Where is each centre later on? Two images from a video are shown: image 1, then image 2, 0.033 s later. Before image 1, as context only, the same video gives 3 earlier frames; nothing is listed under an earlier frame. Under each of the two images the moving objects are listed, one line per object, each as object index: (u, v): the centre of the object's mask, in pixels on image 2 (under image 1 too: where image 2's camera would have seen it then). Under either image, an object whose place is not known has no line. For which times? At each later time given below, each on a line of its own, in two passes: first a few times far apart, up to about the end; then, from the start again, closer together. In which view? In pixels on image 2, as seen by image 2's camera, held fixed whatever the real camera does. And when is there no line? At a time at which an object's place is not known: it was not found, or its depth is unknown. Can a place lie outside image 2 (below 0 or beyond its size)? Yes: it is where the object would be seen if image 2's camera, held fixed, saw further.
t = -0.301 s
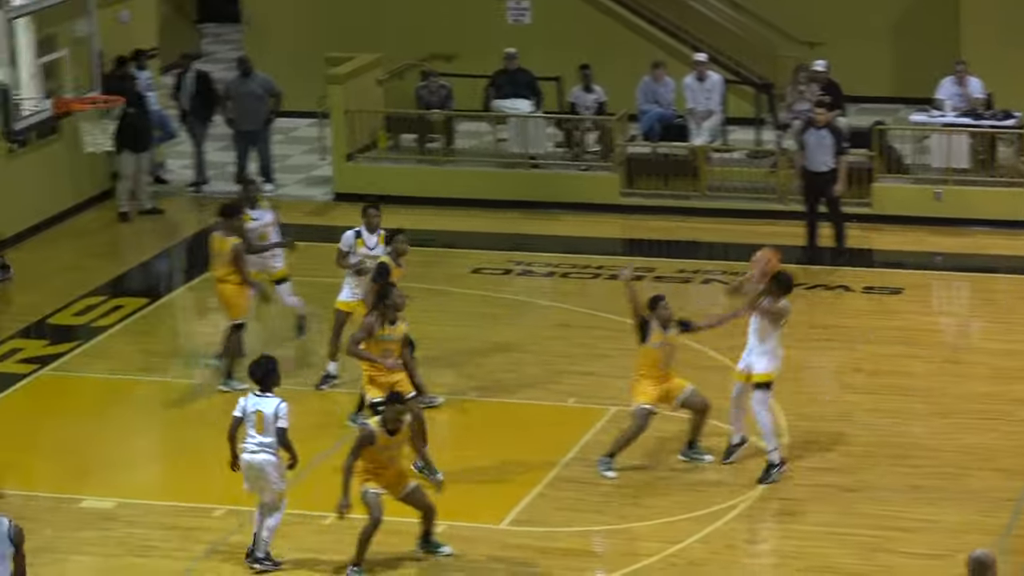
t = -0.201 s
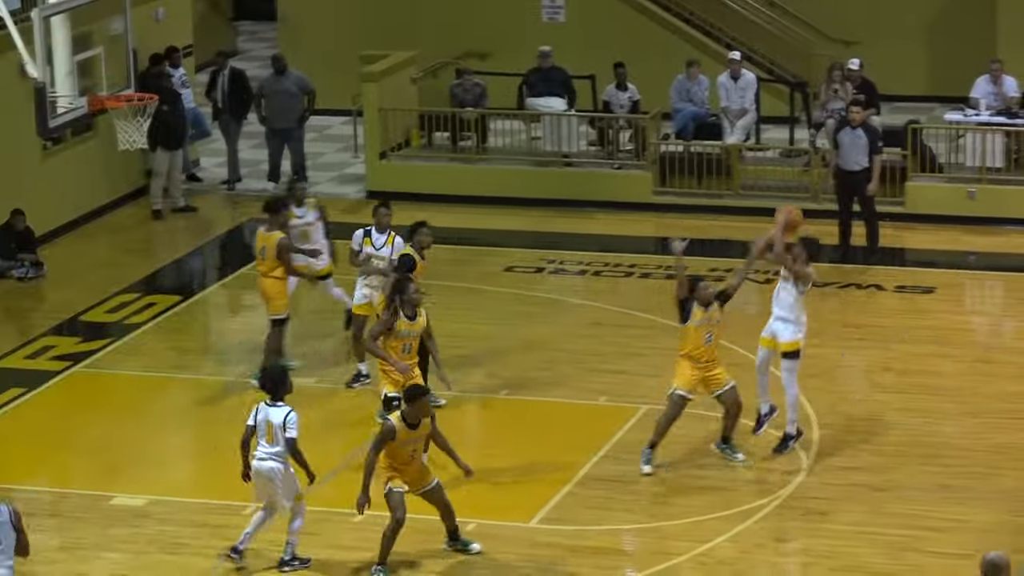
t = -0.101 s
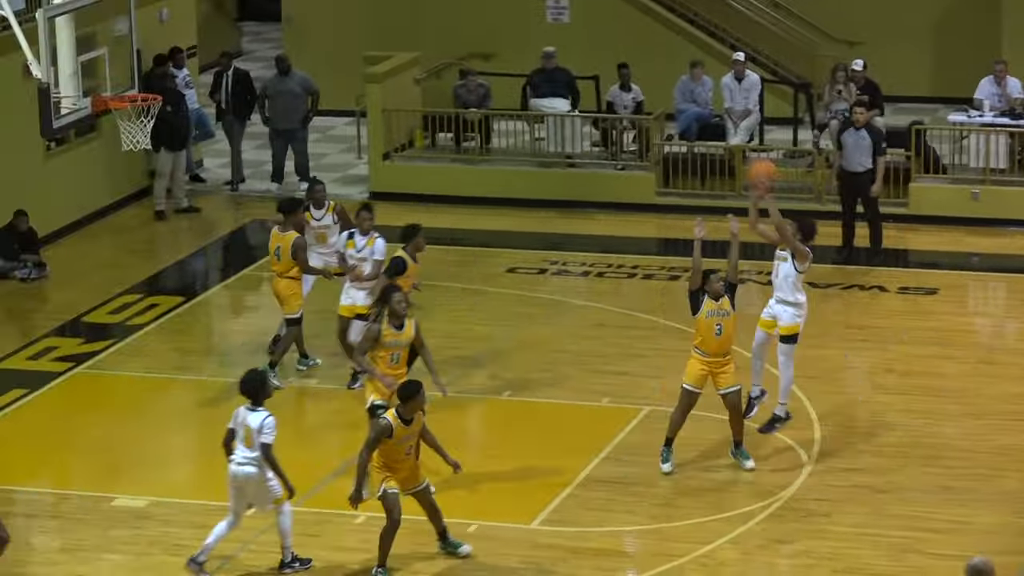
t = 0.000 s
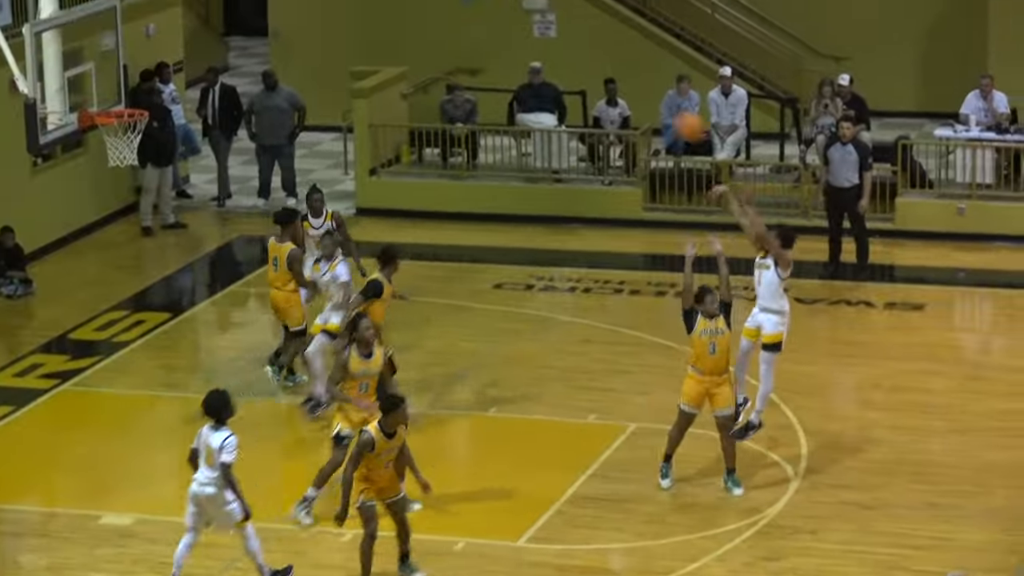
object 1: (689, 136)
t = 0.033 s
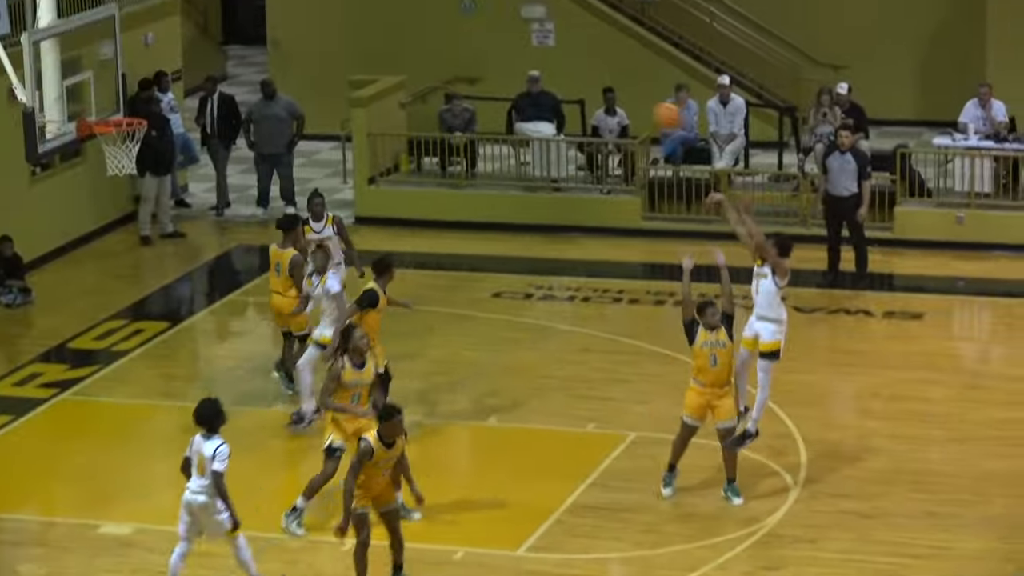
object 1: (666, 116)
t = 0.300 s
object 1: (496, 14)
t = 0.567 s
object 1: (337, -3)
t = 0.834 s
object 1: (189, 59)
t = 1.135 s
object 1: (98, 77)
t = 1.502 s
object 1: (158, 111)
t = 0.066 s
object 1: (645, 98)
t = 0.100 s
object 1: (623, 82)
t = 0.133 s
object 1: (601, 66)
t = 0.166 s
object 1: (580, 54)
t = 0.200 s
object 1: (559, 42)
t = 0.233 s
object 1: (538, 33)
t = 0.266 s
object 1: (516, 22)
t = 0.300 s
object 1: (496, 14)
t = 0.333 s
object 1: (475, 8)
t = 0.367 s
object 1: (455, 2)
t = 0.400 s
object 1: (435, -2)
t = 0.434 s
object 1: (415, -4)
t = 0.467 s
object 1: (395, -5)
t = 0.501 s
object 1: (375, -5)
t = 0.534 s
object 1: (356, -5)
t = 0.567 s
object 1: (337, -3)
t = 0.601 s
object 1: (318, 2)
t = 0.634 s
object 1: (298, 6)
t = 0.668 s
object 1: (279, 10)
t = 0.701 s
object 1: (259, 20)
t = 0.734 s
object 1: (242, 28)
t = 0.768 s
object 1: (225, 37)
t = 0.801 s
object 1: (207, 47)
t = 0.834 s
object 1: (189, 59)
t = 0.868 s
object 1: (171, 71)
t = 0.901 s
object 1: (153, 87)
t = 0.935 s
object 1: (137, 102)
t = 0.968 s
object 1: (125, 106)
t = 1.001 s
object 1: (112, 98)
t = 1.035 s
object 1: (101, 93)
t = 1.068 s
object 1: (90, 87)
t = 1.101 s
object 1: (93, 81)
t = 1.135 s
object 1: (98, 77)
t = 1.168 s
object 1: (104, 74)
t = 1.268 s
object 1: (117, 71)
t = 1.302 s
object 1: (124, 73)
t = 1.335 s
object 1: (131, 76)
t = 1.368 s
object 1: (135, 80)
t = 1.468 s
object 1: (152, 101)
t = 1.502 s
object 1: (158, 111)
